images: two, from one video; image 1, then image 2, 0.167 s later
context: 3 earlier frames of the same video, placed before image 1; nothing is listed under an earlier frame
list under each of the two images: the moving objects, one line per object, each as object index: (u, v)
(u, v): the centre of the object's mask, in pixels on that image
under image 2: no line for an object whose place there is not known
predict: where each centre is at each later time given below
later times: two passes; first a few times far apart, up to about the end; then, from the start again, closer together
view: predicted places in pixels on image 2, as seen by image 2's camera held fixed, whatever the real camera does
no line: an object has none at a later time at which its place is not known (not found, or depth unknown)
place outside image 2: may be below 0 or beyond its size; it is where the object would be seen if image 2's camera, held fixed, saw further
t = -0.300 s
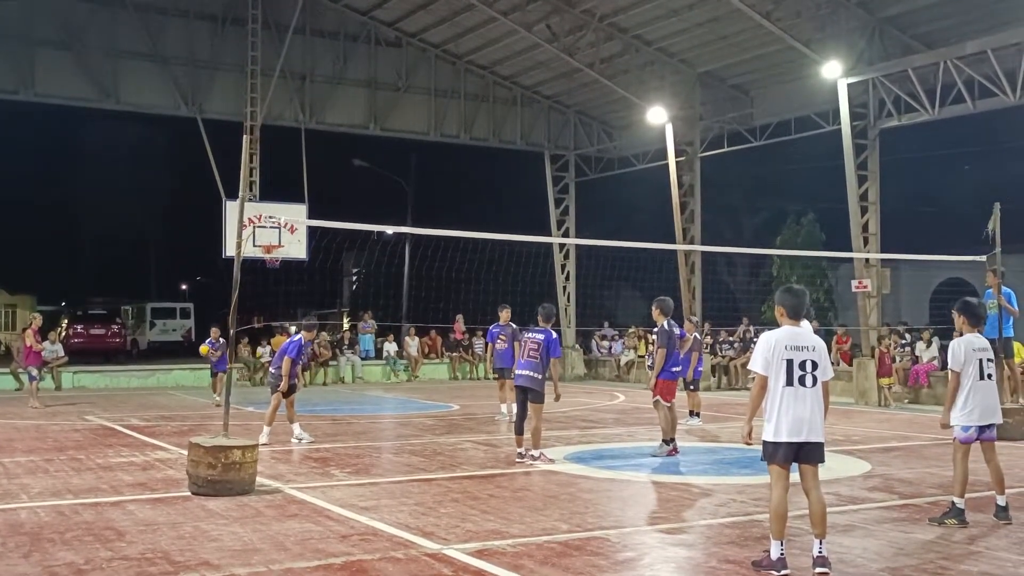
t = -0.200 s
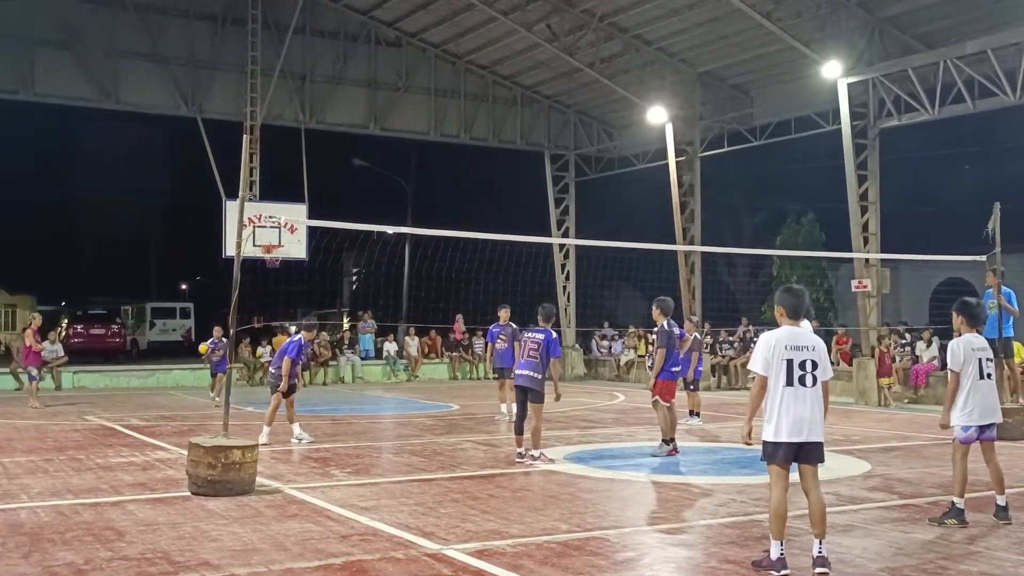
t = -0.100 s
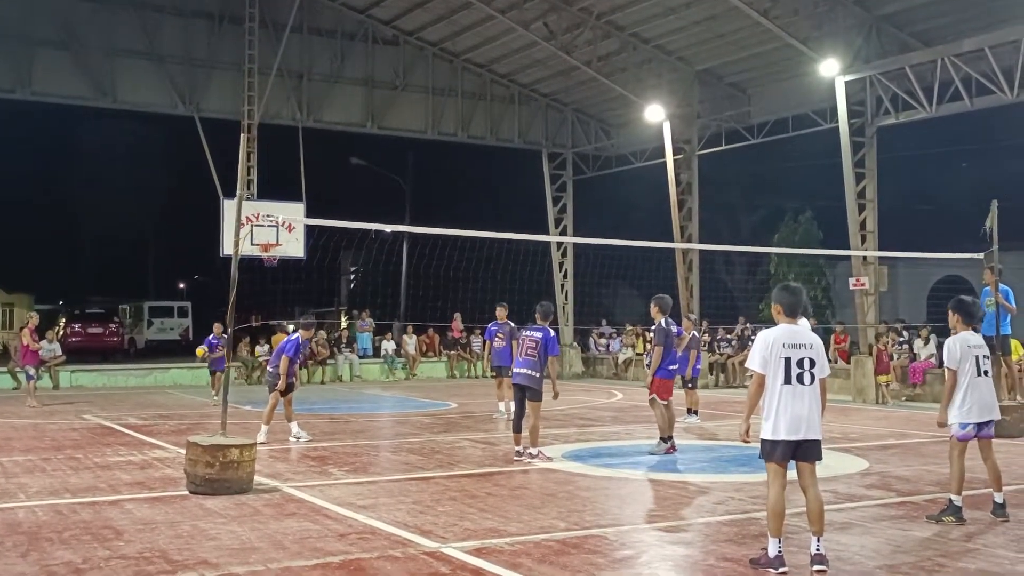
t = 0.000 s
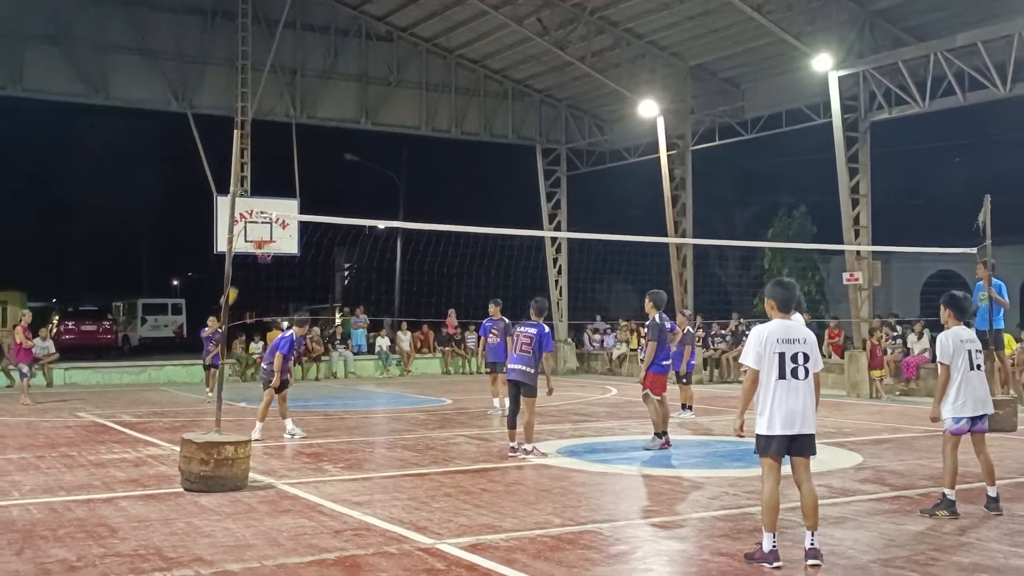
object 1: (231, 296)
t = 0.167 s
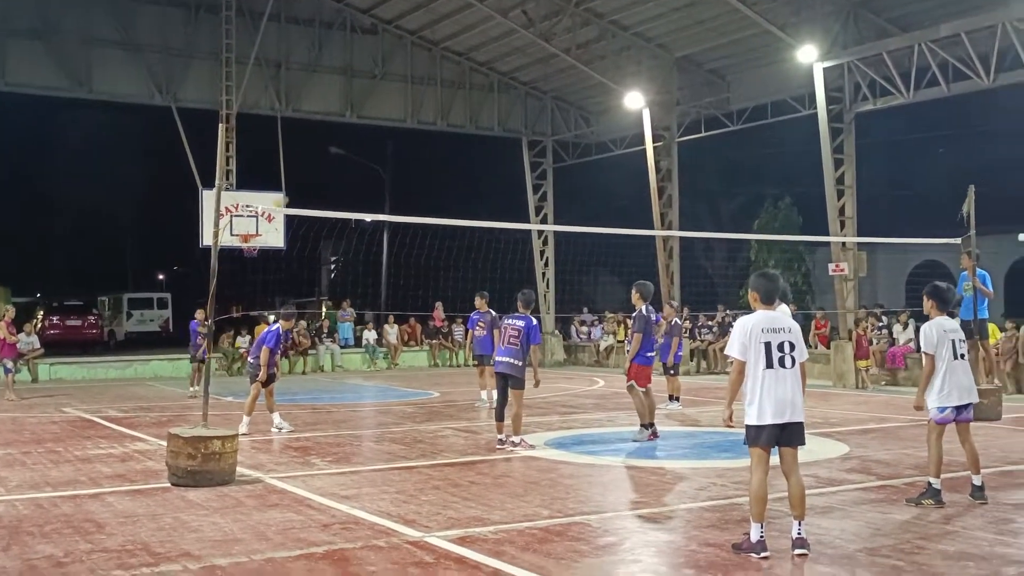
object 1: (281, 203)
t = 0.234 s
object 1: (305, 171)
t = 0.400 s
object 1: (375, 102)
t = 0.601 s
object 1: (466, 39)
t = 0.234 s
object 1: (305, 171)
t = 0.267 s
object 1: (319, 156)
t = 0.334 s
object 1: (347, 127)
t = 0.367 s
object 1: (361, 113)
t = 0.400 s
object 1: (375, 102)
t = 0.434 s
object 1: (391, 89)
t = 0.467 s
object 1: (406, 78)
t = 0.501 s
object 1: (421, 67)
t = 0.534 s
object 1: (436, 57)
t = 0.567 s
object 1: (450, 47)
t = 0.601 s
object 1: (466, 39)
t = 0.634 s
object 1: (483, 31)
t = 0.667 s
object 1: (500, 24)
